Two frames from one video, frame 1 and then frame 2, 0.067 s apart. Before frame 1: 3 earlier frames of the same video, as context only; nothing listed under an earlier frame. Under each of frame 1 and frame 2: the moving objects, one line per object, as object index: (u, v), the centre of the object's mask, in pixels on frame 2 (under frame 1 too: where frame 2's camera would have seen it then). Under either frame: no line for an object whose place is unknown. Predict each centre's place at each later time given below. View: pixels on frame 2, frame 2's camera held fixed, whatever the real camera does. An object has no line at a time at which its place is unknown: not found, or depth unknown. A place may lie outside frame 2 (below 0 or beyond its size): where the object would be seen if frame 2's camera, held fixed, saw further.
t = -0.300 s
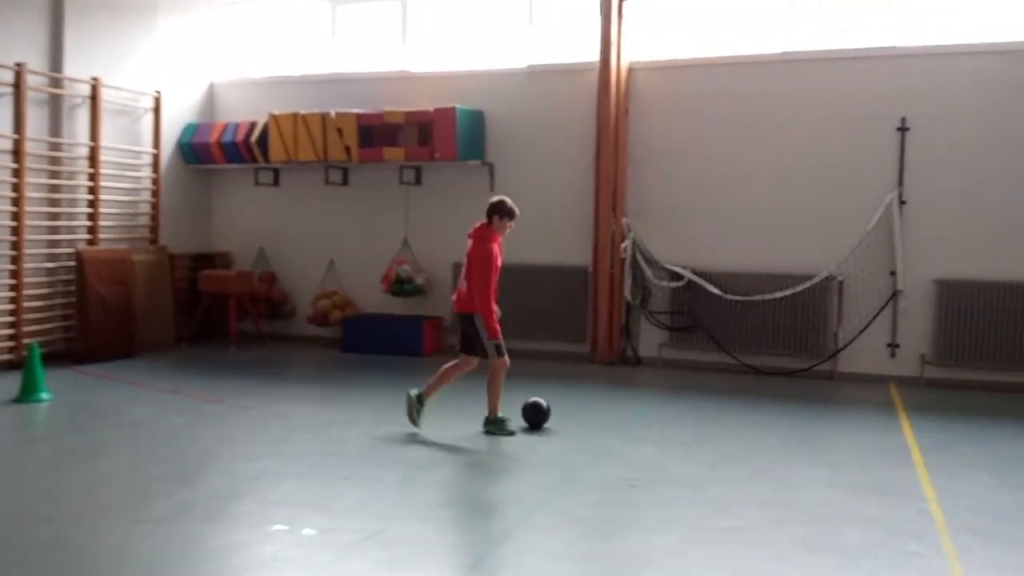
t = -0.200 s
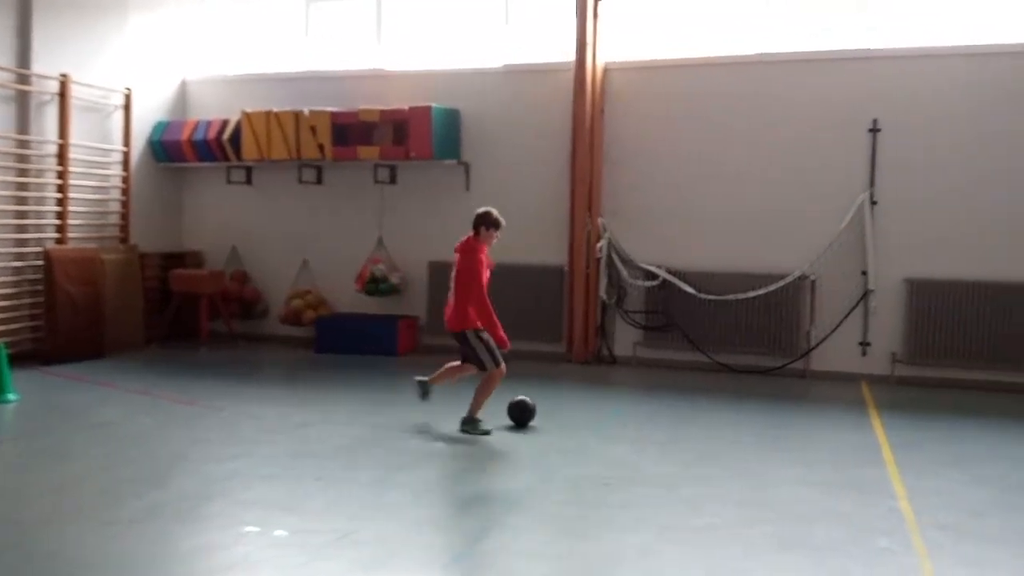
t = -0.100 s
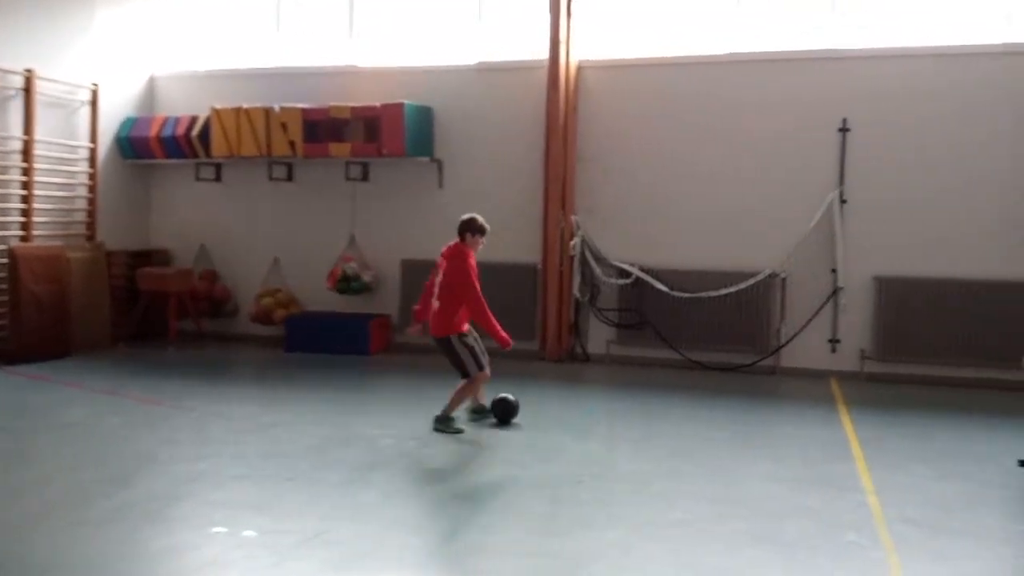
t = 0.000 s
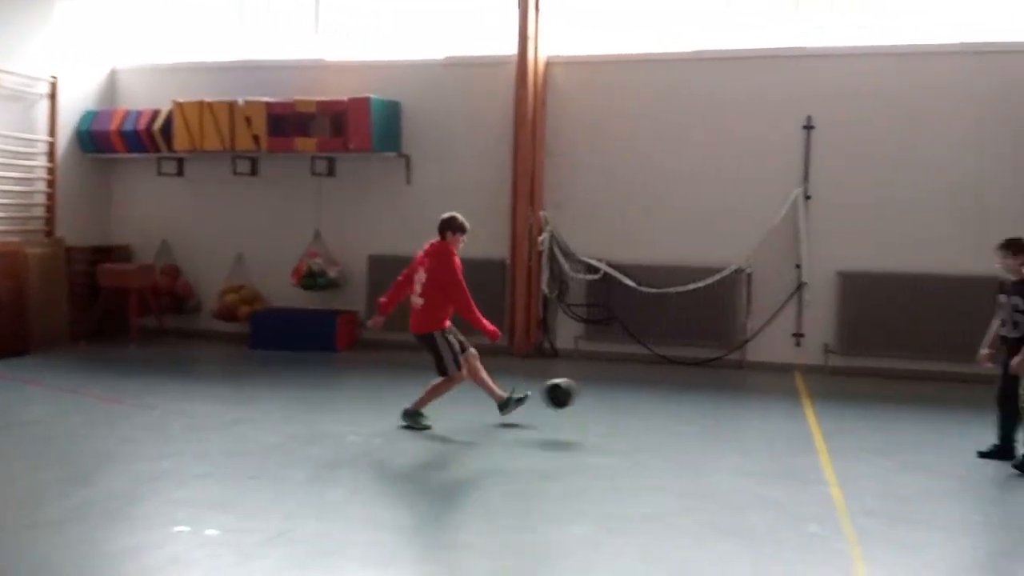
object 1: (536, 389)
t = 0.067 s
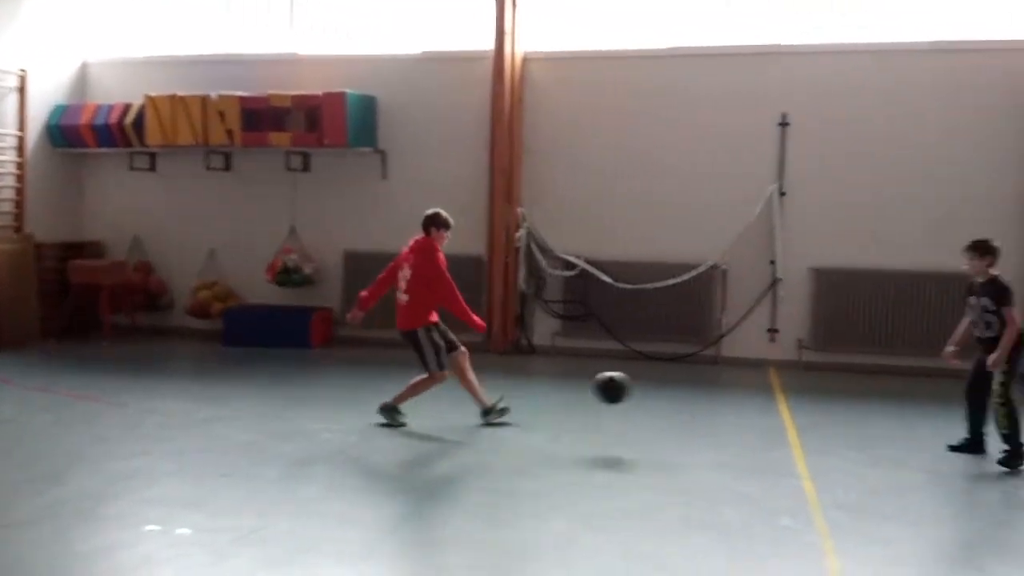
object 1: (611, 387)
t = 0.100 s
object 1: (652, 389)
